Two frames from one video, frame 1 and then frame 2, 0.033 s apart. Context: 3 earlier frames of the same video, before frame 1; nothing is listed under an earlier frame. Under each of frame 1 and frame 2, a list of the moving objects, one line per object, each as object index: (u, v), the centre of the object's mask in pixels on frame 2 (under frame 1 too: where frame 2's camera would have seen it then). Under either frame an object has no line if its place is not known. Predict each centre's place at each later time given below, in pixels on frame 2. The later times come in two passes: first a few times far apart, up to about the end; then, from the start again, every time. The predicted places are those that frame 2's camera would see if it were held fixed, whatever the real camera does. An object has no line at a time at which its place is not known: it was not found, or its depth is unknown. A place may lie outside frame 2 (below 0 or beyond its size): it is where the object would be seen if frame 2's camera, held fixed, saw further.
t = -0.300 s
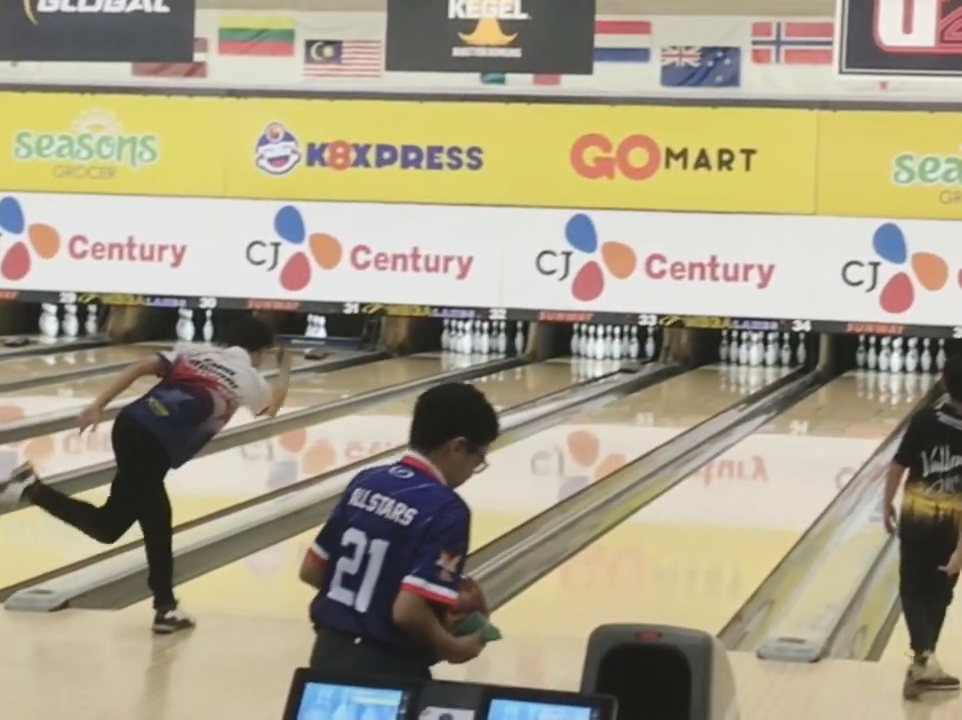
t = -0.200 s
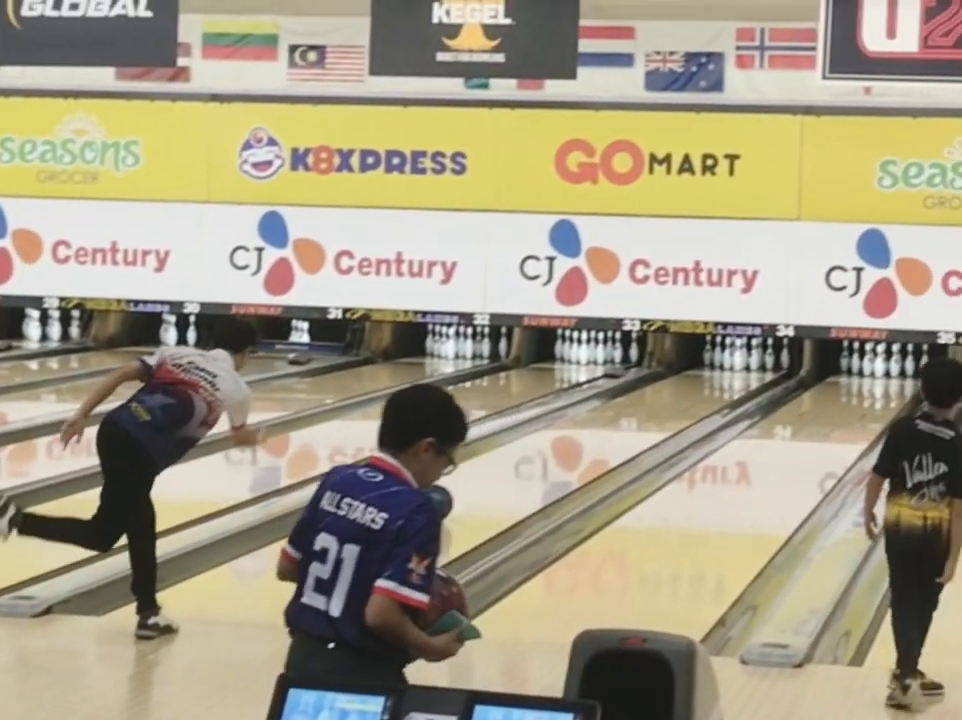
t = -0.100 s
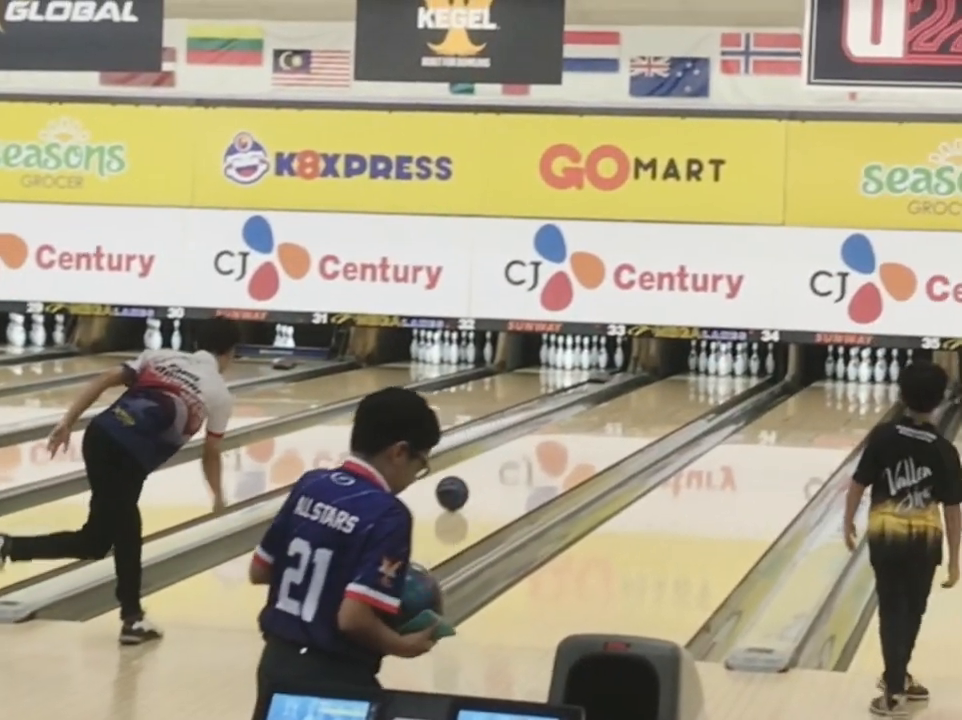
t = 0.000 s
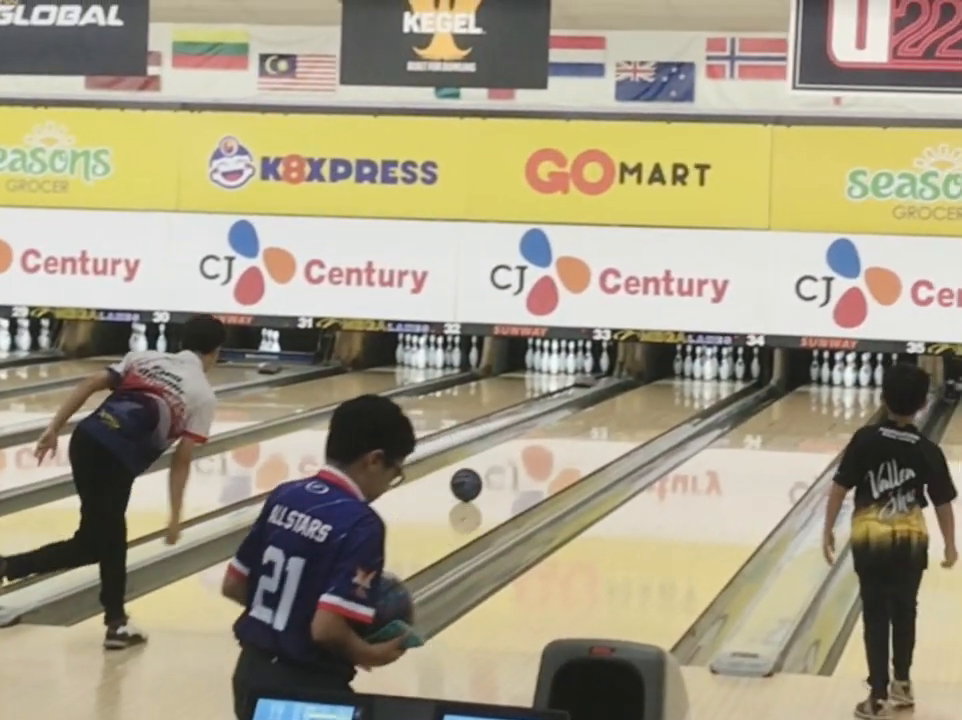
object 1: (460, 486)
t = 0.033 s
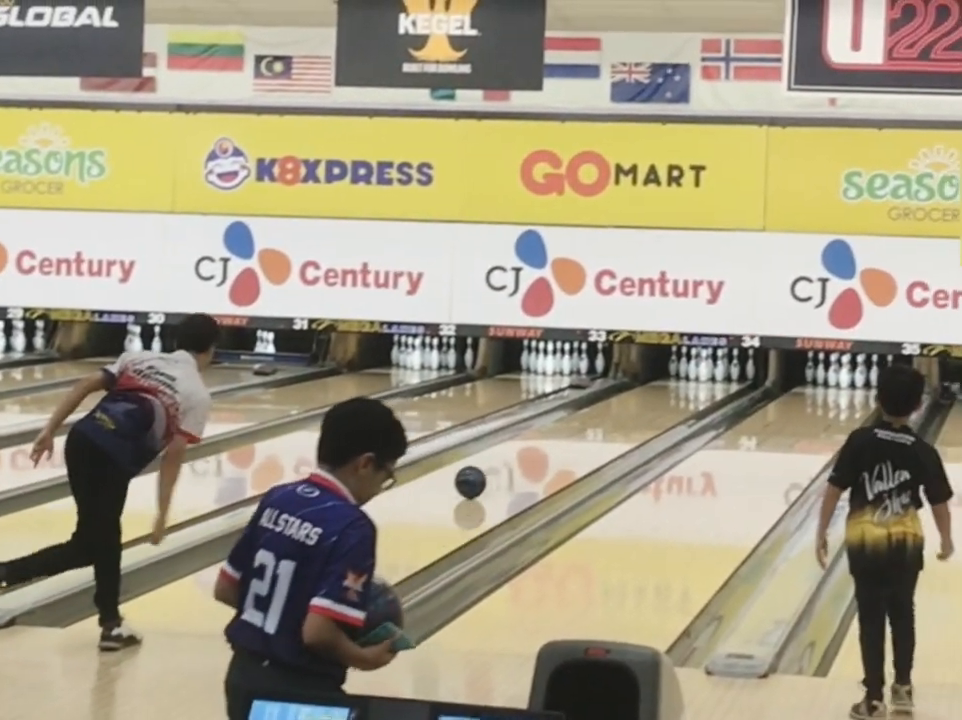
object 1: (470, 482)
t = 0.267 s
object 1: (526, 456)
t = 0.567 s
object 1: (581, 431)
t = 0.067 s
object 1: (479, 478)
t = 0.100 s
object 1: (487, 474)
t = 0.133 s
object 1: (496, 470)
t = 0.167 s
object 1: (503, 466)
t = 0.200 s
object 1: (511, 463)
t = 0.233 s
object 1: (518, 459)
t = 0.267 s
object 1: (526, 456)
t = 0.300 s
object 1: (533, 453)
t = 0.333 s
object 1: (540, 450)
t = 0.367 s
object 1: (546, 447)
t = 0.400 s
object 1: (553, 444)
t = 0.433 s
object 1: (559, 441)
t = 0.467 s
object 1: (565, 439)
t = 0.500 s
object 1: (571, 436)
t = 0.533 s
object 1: (576, 433)
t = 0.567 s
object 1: (581, 431)
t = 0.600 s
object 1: (586, 429)
